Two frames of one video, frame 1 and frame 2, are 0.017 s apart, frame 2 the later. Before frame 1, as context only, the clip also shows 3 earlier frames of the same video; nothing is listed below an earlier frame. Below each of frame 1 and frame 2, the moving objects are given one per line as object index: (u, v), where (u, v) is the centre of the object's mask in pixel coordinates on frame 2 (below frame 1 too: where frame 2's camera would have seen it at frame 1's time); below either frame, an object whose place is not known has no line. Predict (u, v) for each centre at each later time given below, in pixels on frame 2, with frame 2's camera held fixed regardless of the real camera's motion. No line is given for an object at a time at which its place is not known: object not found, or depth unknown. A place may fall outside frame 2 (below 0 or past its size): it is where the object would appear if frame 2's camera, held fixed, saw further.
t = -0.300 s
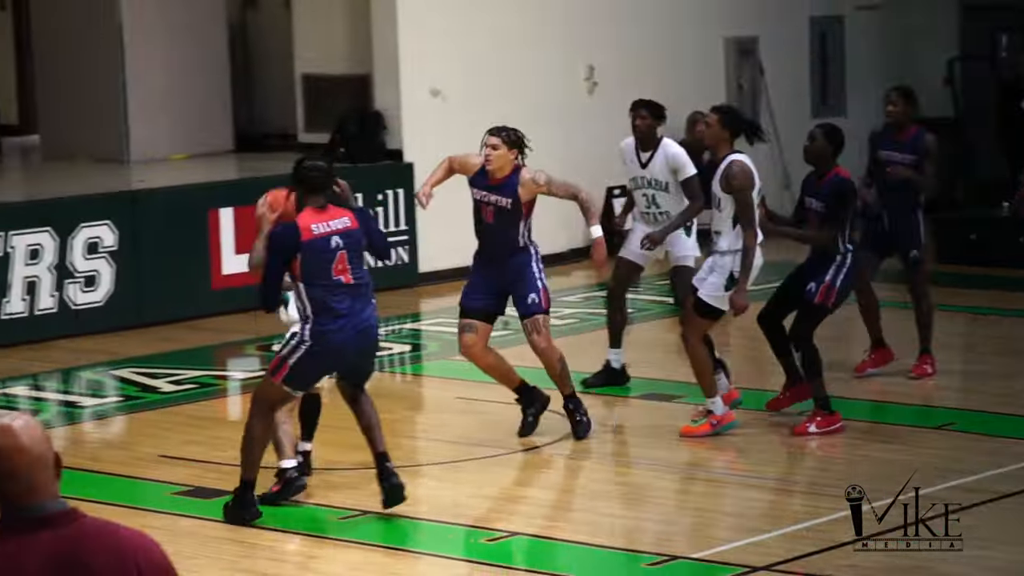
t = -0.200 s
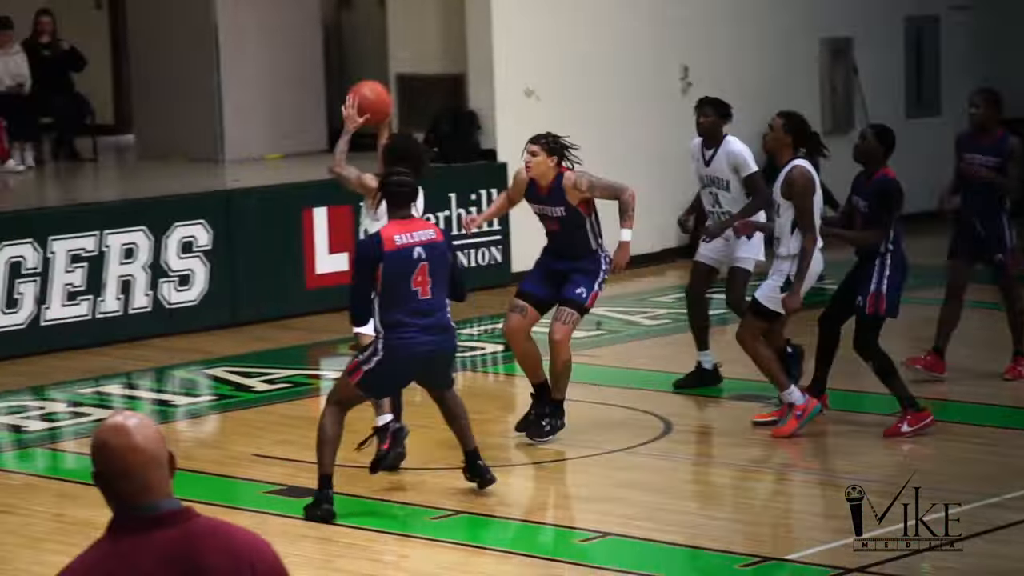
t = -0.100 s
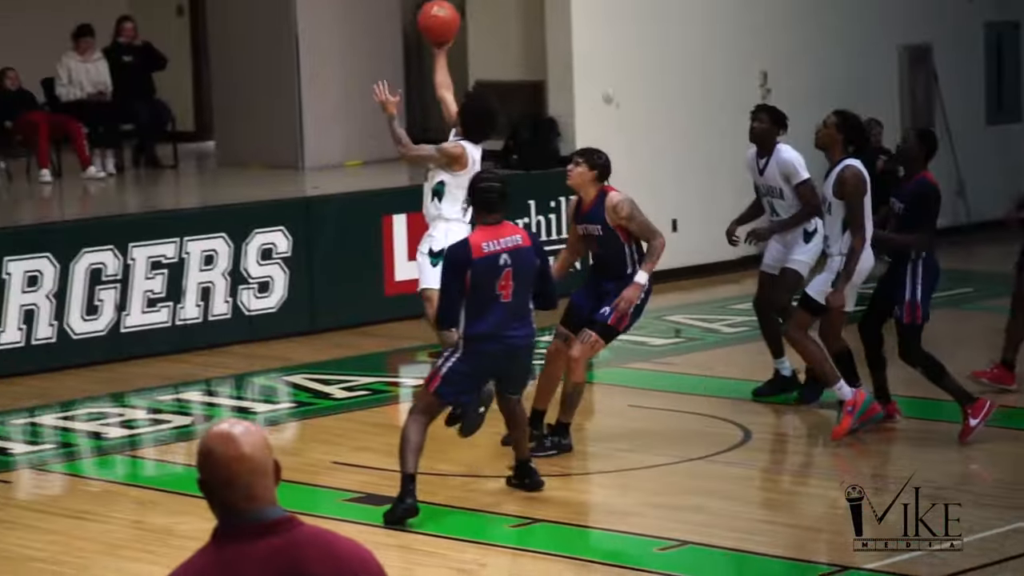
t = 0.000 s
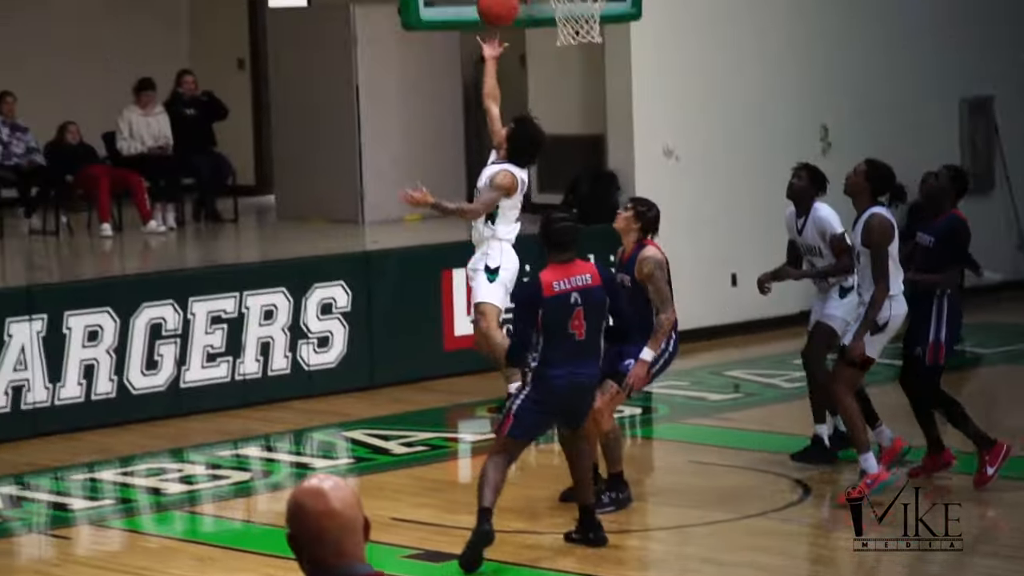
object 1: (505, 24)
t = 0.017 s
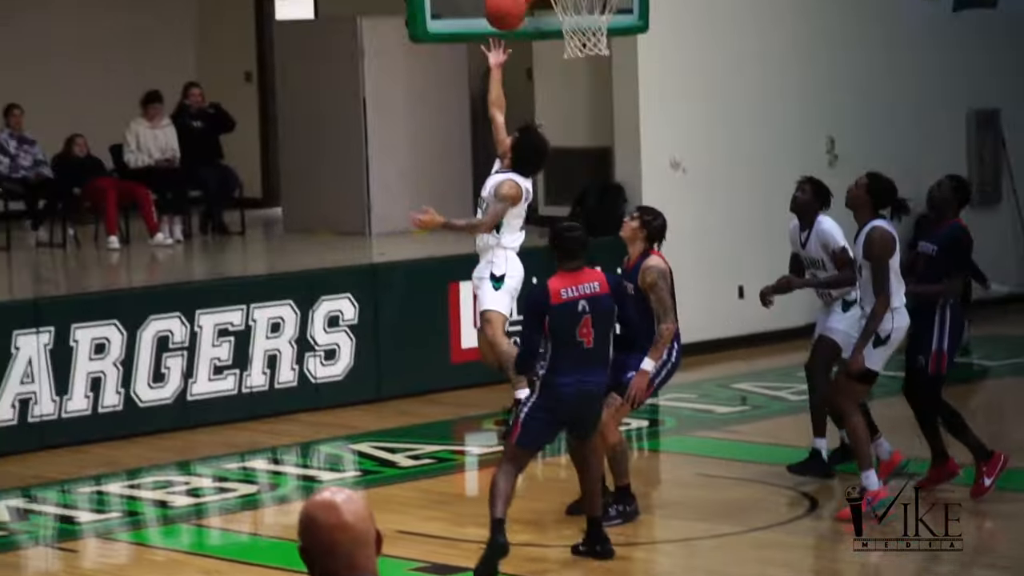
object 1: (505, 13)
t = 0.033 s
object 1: (506, 2)
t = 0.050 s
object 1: (506, -8)
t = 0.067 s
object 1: (505, -16)
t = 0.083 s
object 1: (506, -23)
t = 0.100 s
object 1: (507, -31)
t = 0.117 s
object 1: (508, -38)
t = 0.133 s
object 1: (509, -44)
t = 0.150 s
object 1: (509, -49)
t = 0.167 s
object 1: (510, -54)
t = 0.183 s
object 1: (510, -59)
